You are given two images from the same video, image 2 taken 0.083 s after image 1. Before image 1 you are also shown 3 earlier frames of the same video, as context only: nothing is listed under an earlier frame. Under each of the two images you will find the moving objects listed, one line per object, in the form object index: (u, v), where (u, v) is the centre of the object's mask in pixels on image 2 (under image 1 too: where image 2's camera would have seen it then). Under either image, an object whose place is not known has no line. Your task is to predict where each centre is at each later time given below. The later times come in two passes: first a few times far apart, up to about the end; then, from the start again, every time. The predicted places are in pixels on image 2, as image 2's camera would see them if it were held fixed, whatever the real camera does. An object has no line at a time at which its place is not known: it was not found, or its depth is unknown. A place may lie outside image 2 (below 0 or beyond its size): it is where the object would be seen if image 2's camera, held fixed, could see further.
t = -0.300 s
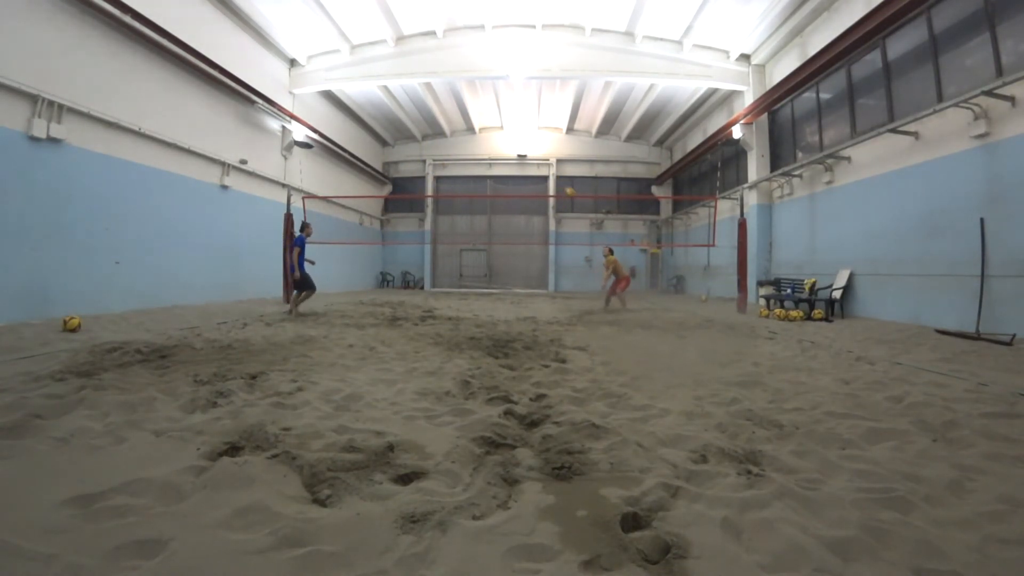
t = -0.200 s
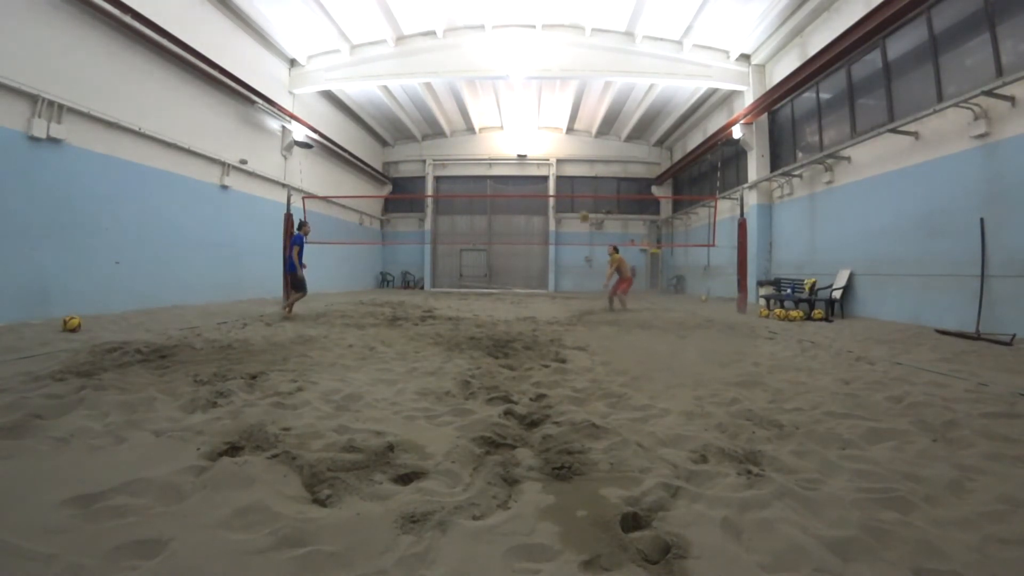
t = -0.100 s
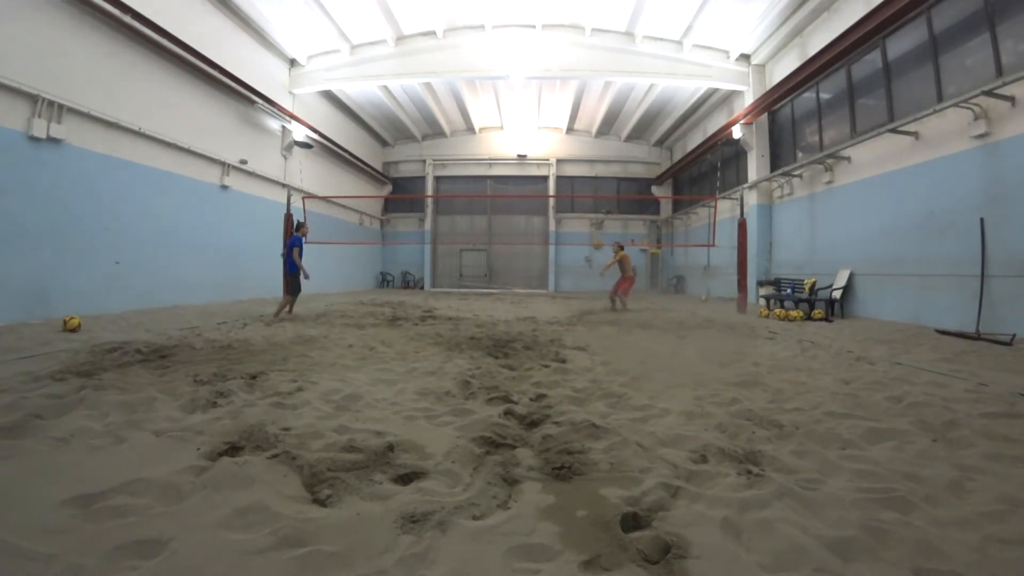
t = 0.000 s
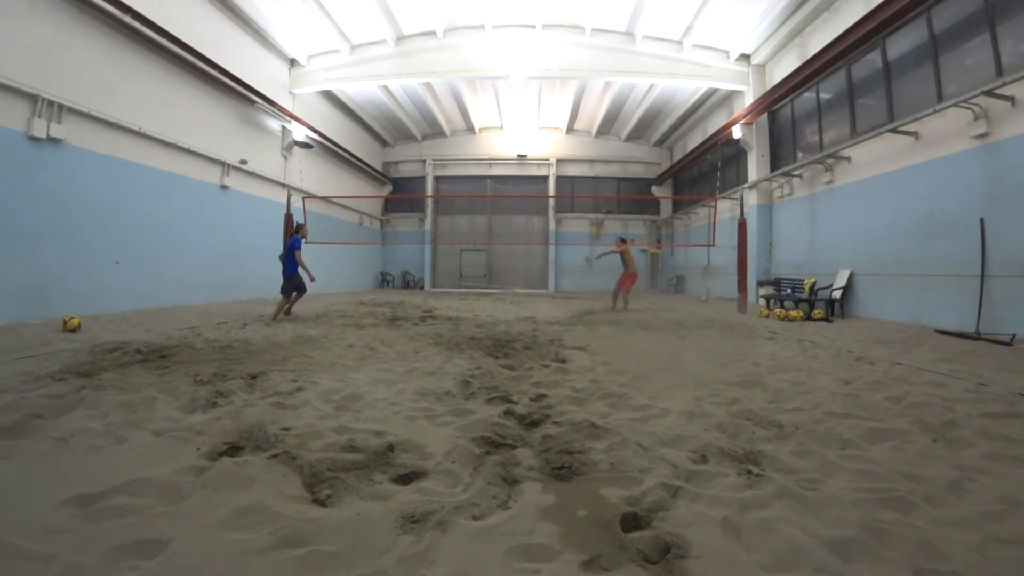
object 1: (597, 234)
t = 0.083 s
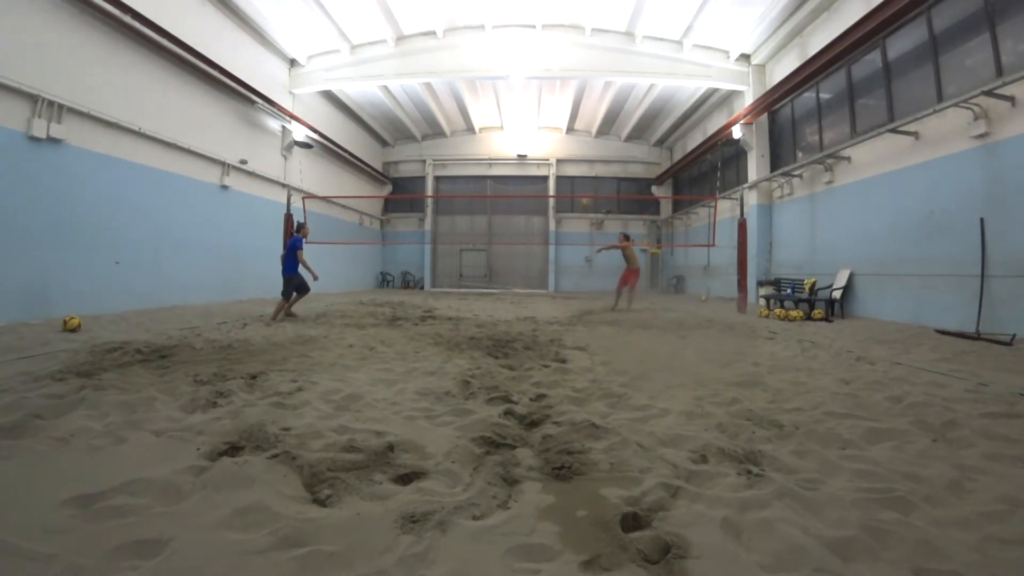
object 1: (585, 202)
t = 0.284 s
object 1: (562, 148)
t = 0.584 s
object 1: (529, 102)
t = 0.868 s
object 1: (500, 97)
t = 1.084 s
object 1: (478, 116)
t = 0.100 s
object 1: (584, 197)
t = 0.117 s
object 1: (582, 191)
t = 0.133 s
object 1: (580, 187)
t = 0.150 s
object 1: (578, 182)
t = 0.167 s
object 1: (576, 178)
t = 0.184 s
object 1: (575, 173)
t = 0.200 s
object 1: (572, 168)
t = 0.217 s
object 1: (570, 165)
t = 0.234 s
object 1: (568, 159)
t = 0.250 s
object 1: (566, 156)
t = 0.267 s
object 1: (564, 152)
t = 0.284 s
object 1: (562, 148)
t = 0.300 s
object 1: (561, 144)
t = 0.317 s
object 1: (559, 141)
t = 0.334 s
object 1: (557, 137)
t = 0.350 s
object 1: (555, 134)
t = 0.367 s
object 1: (553, 131)
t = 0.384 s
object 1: (551, 128)
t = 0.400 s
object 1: (549, 126)
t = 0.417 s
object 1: (547, 123)
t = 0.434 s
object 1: (545, 120)
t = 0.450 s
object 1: (543, 117)
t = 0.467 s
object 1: (542, 115)
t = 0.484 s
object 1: (540, 113)
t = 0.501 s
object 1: (538, 111)
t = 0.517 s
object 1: (537, 109)
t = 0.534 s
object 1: (535, 107)
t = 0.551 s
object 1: (533, 105)
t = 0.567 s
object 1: (531, 104)
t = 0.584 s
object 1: (529, 102)
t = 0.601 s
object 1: (528, 101)
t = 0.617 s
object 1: (526, 100)
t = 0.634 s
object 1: (524, 99)
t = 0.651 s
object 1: (522, 98)
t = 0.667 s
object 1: (521, 97)
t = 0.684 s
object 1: (519, 96)
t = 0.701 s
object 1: (517, 96)
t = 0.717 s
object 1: (515, 95)
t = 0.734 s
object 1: (513, 95)
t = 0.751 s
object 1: (512, 95)
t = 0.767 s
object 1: (510, 95)
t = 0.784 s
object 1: (508, 95)
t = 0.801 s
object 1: (507, 95)
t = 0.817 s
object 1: (505, 95)
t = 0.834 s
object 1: (503, 96)
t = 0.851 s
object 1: (501, 96)
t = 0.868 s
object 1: (500, 97)
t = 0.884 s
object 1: (498, 98)
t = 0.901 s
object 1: (497, 99)
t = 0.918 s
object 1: (495, 100)
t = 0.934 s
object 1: (493, 101)
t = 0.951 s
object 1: (491, 102)
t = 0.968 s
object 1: (490, 103)
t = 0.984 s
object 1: (488, 105)
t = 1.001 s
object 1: (486, 106)
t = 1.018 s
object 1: (485, 108)
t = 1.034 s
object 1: (483, 110)
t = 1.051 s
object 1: (481, 112)
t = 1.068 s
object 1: (480, 114)
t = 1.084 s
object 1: (478, 116)
